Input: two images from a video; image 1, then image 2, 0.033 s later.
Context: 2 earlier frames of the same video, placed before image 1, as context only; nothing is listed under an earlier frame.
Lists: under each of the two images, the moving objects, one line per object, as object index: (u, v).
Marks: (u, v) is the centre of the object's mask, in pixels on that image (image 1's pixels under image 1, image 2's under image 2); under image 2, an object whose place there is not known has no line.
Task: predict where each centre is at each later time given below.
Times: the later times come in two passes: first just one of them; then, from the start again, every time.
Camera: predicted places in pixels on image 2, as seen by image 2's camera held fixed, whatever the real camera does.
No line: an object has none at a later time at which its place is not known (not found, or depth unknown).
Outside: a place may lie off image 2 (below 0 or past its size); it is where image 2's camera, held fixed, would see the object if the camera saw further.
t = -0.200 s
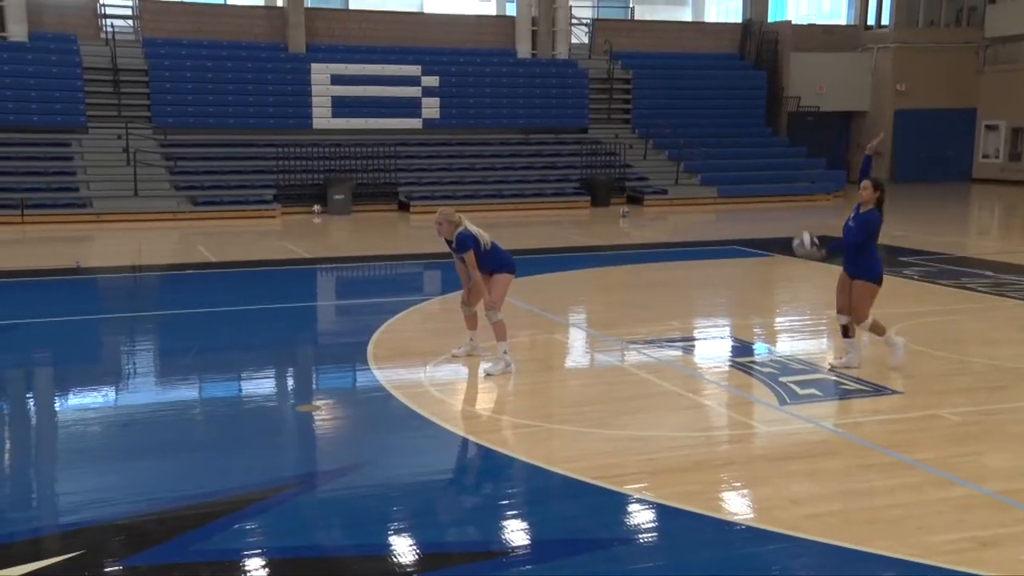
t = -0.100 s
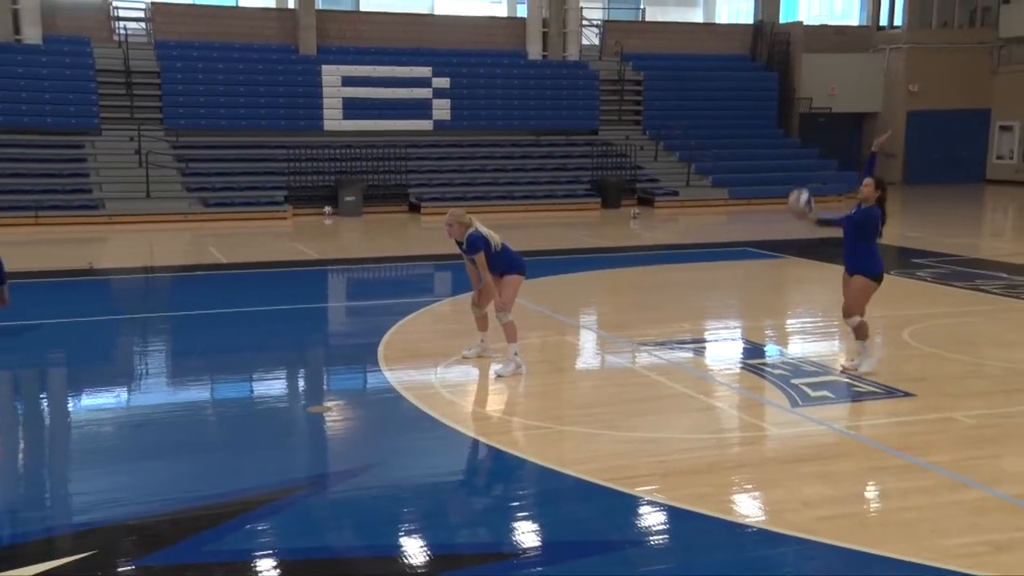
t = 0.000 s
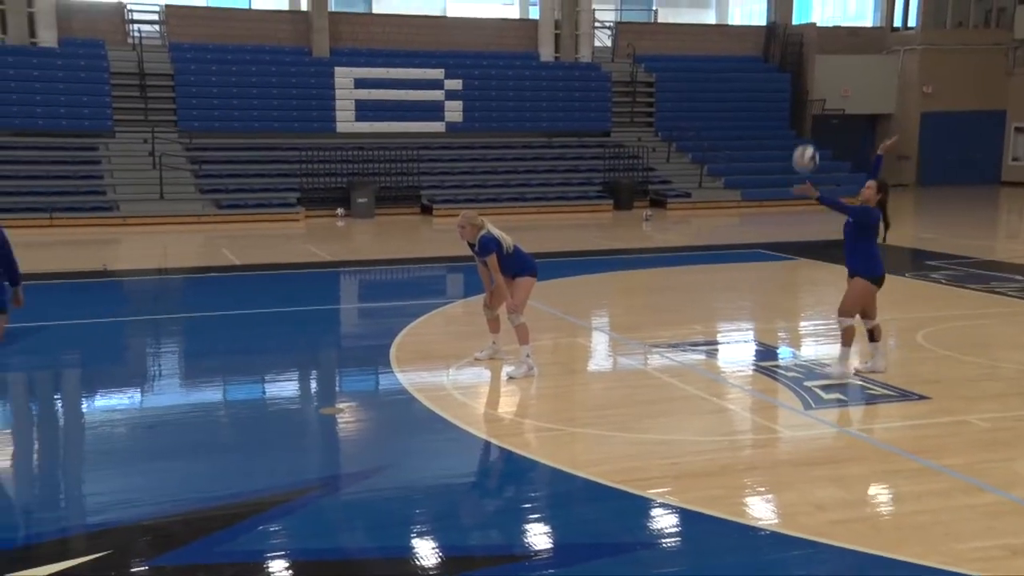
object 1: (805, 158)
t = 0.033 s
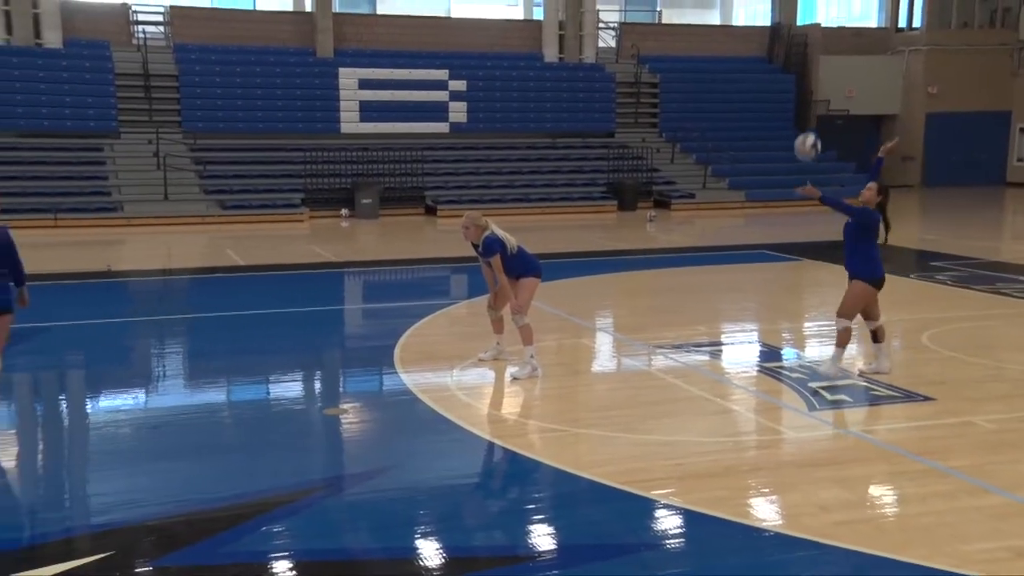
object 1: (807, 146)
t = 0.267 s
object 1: (788, 93)
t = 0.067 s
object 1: (805, 135)
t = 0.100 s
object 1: (802, 125)
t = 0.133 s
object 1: (800, 116)
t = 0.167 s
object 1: (797, 109)
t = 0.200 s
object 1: (794, 102)
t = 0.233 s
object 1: (791, 97)
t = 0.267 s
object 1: (788, 93)
